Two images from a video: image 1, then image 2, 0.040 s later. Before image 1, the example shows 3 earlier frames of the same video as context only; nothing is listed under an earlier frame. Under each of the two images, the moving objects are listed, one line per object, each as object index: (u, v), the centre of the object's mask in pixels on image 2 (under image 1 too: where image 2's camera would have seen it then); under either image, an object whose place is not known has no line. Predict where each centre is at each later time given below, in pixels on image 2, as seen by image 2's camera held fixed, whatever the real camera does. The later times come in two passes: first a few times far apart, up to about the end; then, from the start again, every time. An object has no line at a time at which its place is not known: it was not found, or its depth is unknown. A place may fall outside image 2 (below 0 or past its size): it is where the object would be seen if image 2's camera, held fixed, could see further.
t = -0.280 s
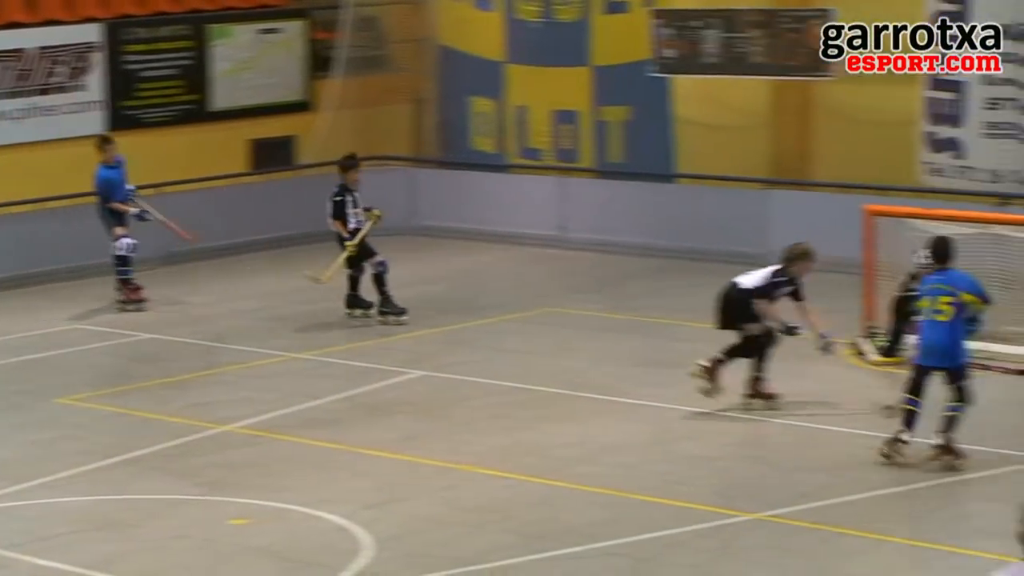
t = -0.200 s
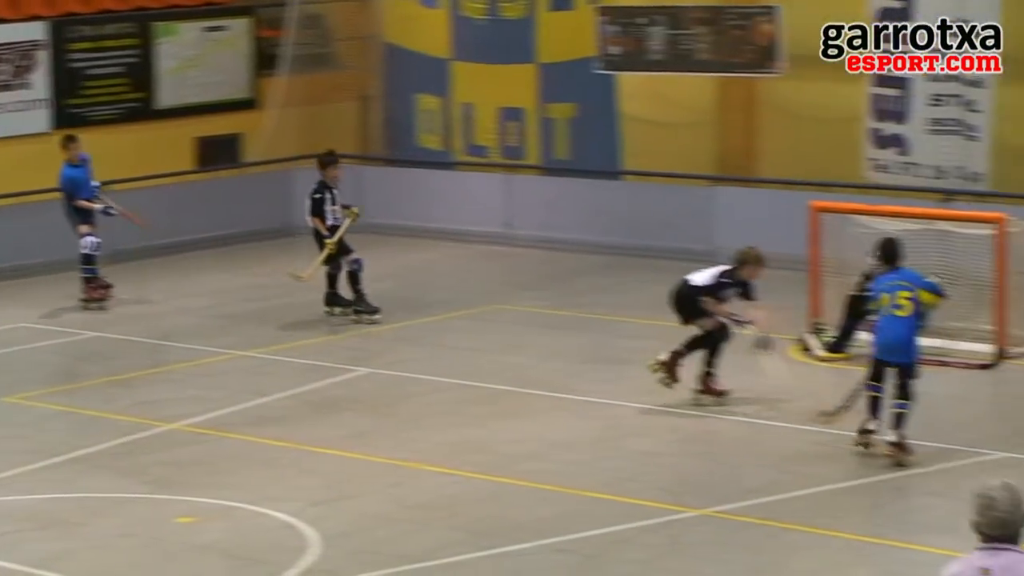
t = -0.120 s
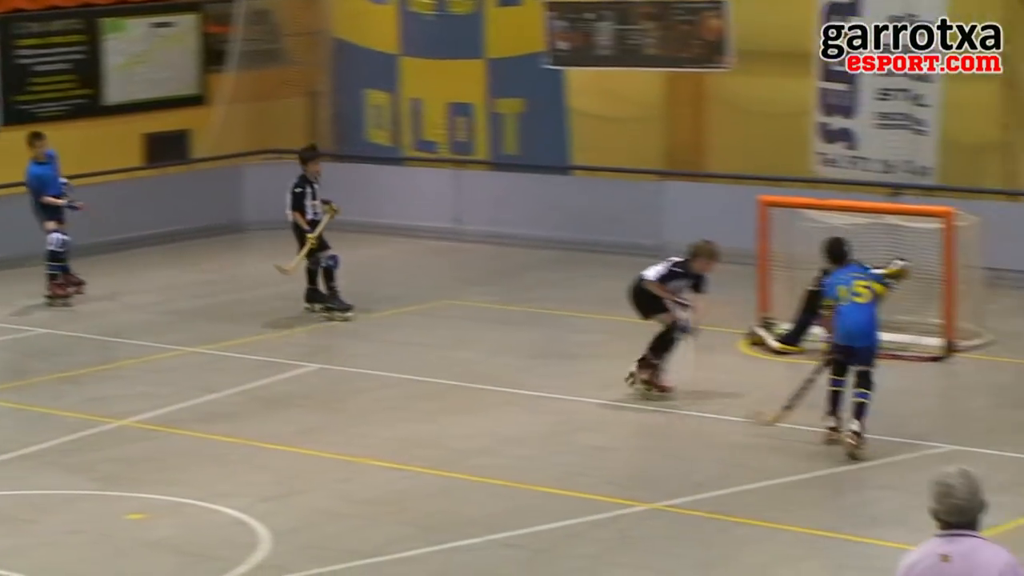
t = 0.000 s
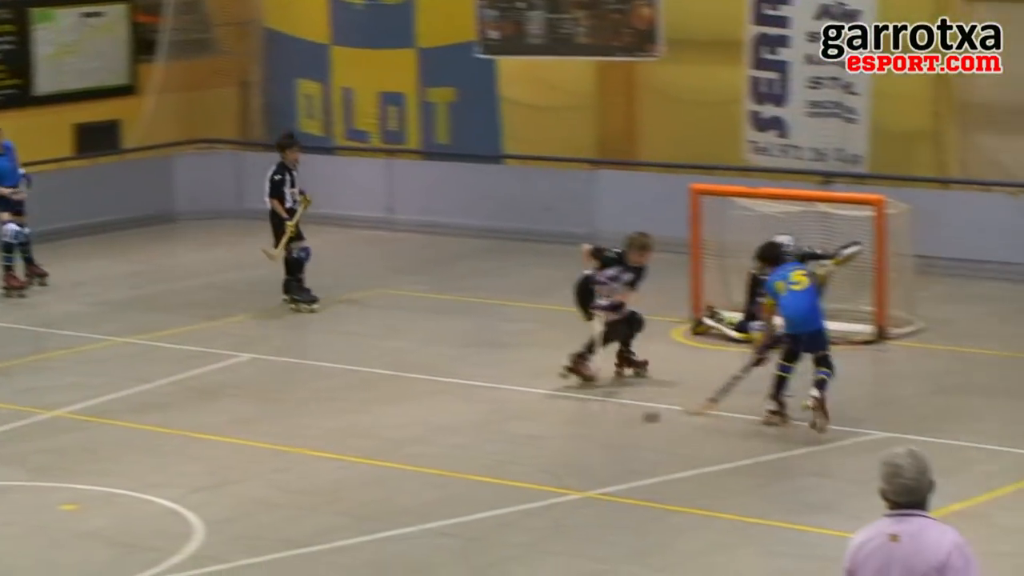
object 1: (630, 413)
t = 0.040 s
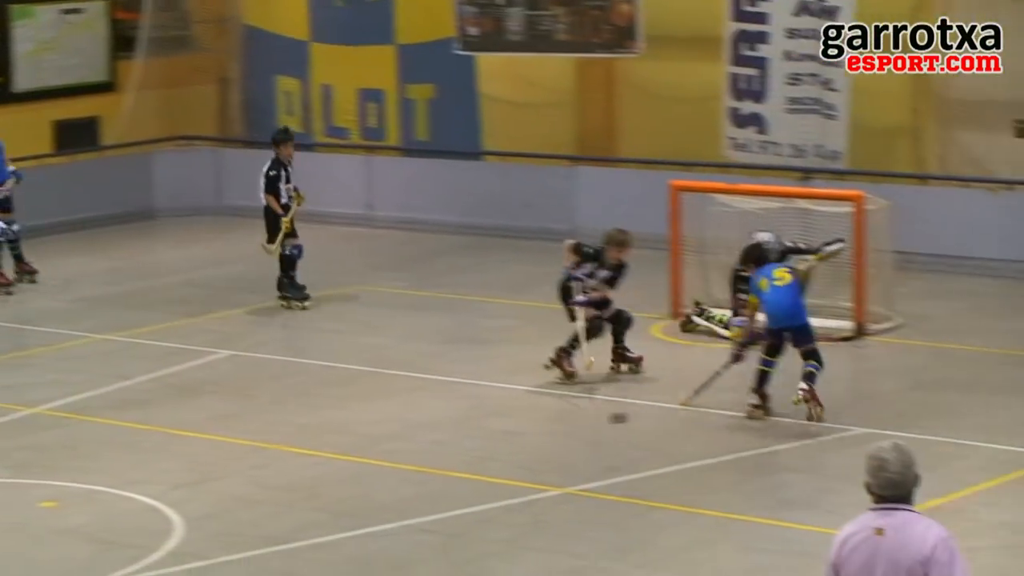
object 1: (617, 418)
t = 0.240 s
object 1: (554, 443)
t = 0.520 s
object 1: (459, 480)
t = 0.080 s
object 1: (605, 423)
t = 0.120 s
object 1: (593, 428)
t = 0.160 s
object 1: (581, 433)
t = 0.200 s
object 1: (567, 438)
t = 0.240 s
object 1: (554, 443)
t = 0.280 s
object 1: (541, 448)
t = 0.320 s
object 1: (528, 453)
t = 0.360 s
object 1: (514, 458)
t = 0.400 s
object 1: (500, 464)
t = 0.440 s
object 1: (487, 470)
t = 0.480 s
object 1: (472, 475)
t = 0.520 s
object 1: (459, 480)
